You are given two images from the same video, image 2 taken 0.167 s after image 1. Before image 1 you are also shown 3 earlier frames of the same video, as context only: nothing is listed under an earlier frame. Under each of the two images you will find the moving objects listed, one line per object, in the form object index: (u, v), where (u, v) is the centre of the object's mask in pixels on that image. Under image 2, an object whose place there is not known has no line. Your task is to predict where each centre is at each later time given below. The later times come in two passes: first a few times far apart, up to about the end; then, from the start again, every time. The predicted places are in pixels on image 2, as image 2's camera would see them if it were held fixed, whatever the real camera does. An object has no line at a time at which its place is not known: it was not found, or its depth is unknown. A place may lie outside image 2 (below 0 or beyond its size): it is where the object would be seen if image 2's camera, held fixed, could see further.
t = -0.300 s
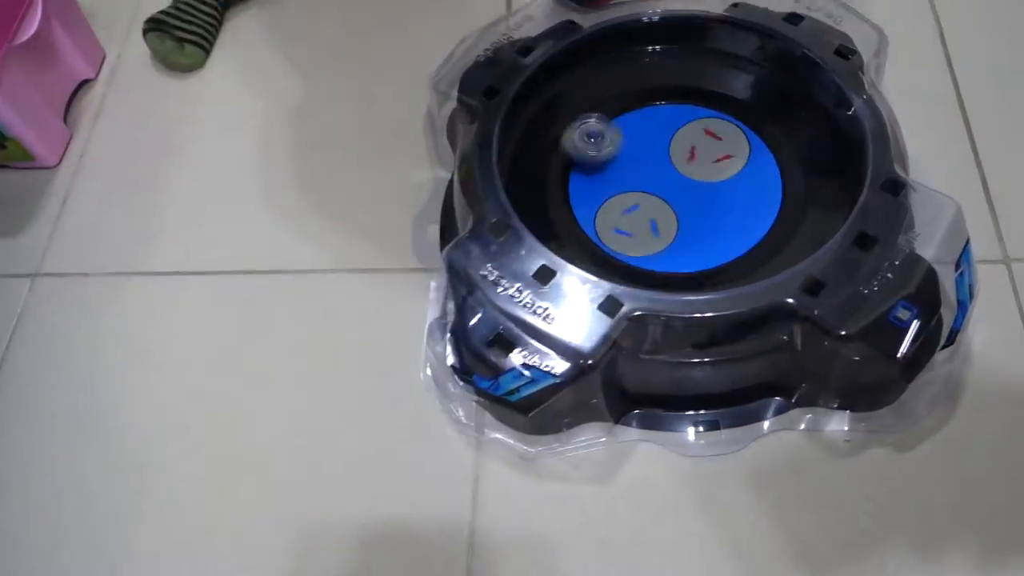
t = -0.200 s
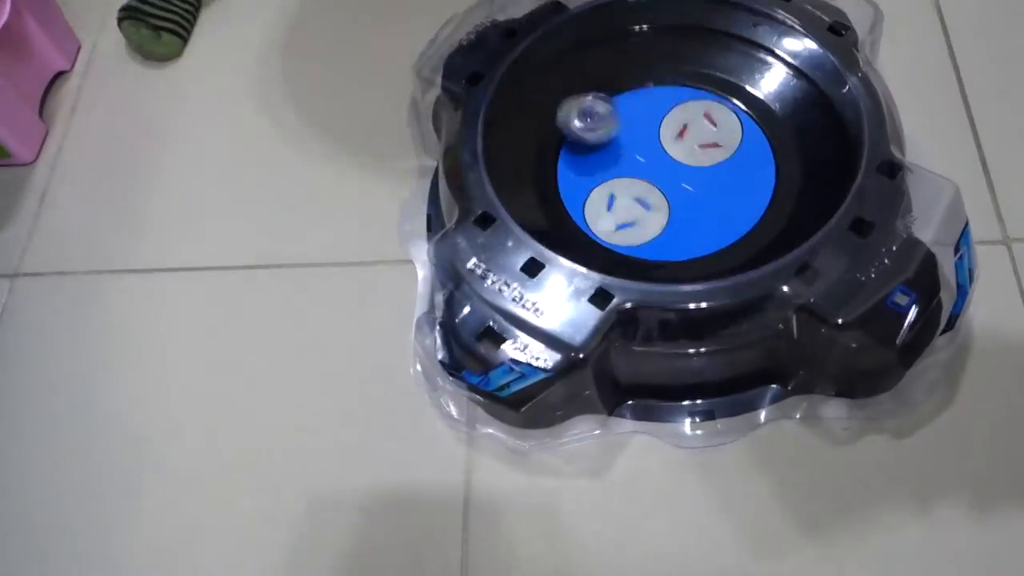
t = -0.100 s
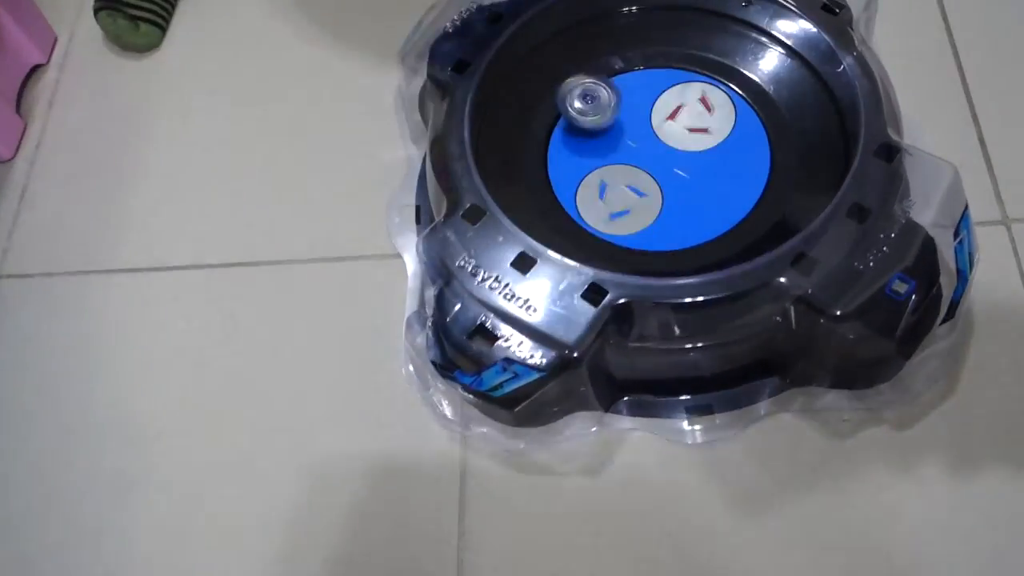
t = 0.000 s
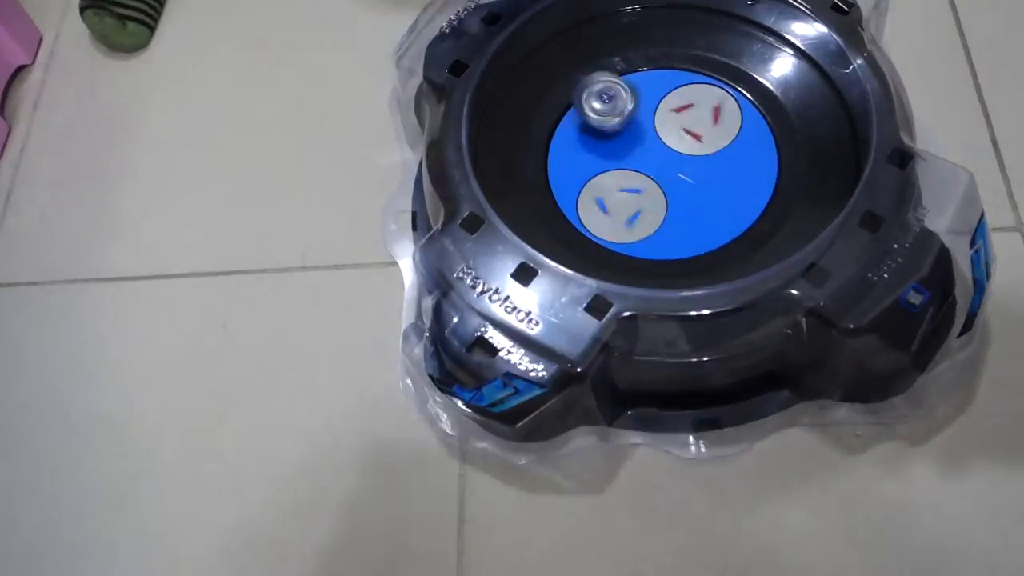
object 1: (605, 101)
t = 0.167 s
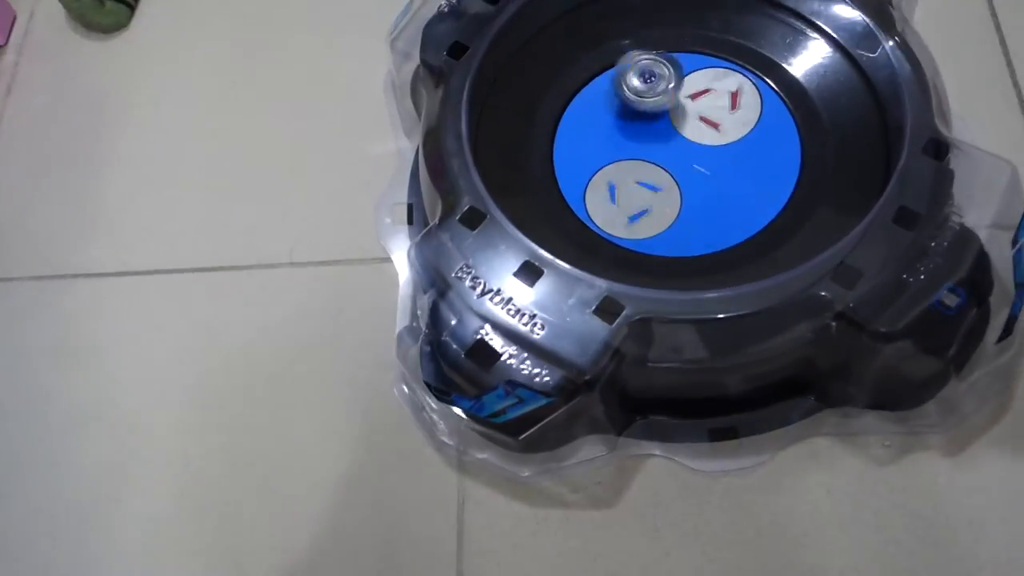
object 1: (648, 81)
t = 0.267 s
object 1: (664, 79)
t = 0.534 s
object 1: (692, 64)
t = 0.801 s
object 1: (745, 60)
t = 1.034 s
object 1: (731, 139)
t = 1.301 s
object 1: (647, 172)
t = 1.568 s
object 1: (641, 128)
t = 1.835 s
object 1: (644, 133)
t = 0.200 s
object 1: (653, 80)
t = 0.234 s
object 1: (660, 78)
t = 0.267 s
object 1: (664, 79)
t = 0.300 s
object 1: (668, 78)
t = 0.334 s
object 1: (674, 78)
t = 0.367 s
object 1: (679, 80)
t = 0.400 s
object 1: (683, 79)
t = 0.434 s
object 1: (686, 76)
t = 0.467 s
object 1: (687, 73)
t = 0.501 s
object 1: (690, 67)
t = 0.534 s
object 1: (692, 64)
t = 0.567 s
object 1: (692, 62)
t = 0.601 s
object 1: (696, 57)
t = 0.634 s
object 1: (701, 56)
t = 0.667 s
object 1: (709, 55)
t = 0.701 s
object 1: (718, 54)
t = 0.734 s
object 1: (726, 55)
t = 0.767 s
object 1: (734, 54)
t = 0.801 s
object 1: (745, 60)
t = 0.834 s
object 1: (756, 66)
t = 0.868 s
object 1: (766, 74)
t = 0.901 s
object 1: (778, 84)
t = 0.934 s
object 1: (770, 98)
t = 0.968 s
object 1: (760, 110)
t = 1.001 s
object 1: (748, 127)
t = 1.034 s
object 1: (731, 139)
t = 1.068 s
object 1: (715, 150)
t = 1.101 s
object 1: (699, 161)
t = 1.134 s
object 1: (683, 169)
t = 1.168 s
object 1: (668, 177)
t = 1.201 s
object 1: (657, 180)
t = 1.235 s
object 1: (648, 182)
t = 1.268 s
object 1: (647, 176)
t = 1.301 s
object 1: (647, 172)
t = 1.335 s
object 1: (647, 165)
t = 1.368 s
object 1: (648, 157)
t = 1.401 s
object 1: (650, 148)
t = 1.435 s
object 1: (648, 141)
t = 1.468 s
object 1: (650, 131)
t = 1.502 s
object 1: (649, 127)
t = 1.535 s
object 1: (645, 125)
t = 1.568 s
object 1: (641, 128)
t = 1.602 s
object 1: (640, 131)
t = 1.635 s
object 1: (640, 133)
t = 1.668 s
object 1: (639, 135)
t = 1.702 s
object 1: (639, 134)
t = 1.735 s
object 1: (641, 134)
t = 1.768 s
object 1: (642, 136)
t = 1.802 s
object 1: (643, 136)
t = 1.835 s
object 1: (644, 133)
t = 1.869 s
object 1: (649, 130)
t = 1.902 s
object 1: (653, 129)
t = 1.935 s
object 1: (657, 127)
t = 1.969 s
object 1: (661, 125)
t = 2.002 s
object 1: (667, 123)
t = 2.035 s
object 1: (672, 123)
